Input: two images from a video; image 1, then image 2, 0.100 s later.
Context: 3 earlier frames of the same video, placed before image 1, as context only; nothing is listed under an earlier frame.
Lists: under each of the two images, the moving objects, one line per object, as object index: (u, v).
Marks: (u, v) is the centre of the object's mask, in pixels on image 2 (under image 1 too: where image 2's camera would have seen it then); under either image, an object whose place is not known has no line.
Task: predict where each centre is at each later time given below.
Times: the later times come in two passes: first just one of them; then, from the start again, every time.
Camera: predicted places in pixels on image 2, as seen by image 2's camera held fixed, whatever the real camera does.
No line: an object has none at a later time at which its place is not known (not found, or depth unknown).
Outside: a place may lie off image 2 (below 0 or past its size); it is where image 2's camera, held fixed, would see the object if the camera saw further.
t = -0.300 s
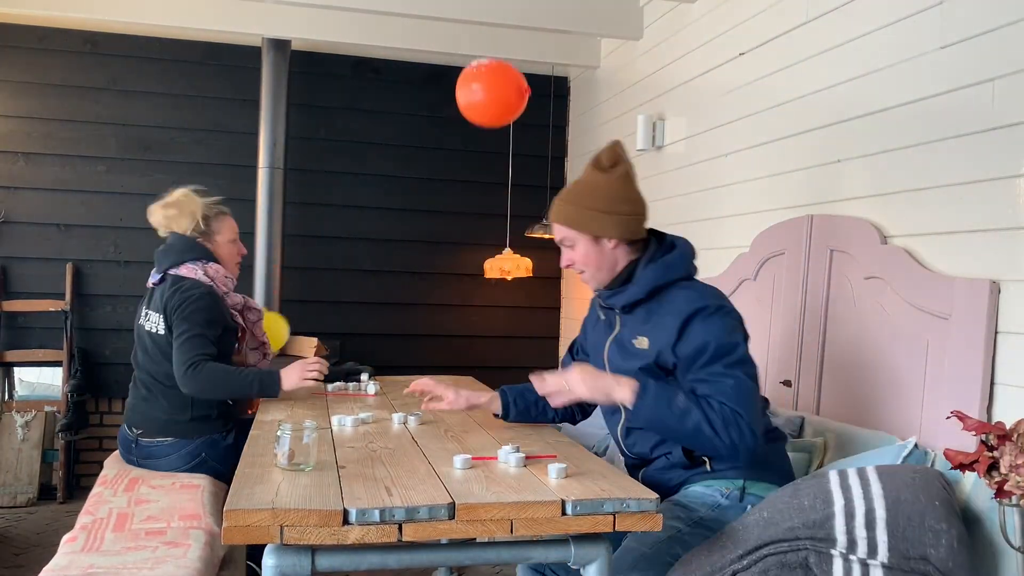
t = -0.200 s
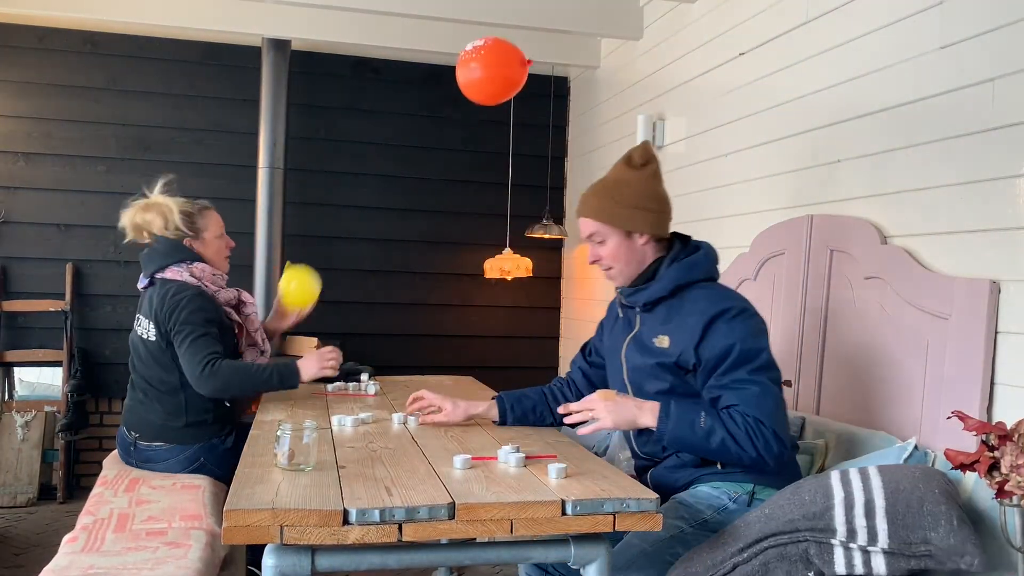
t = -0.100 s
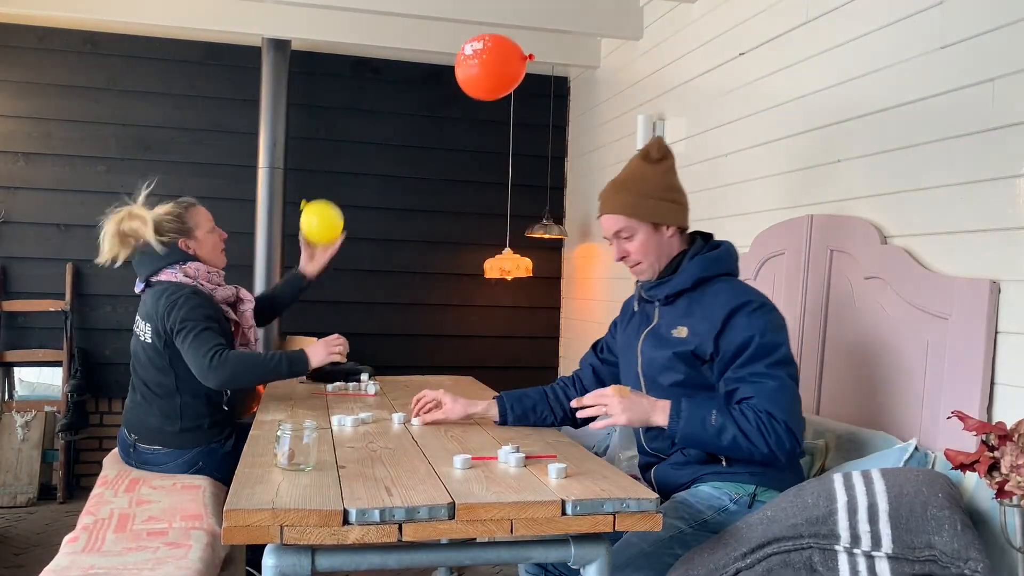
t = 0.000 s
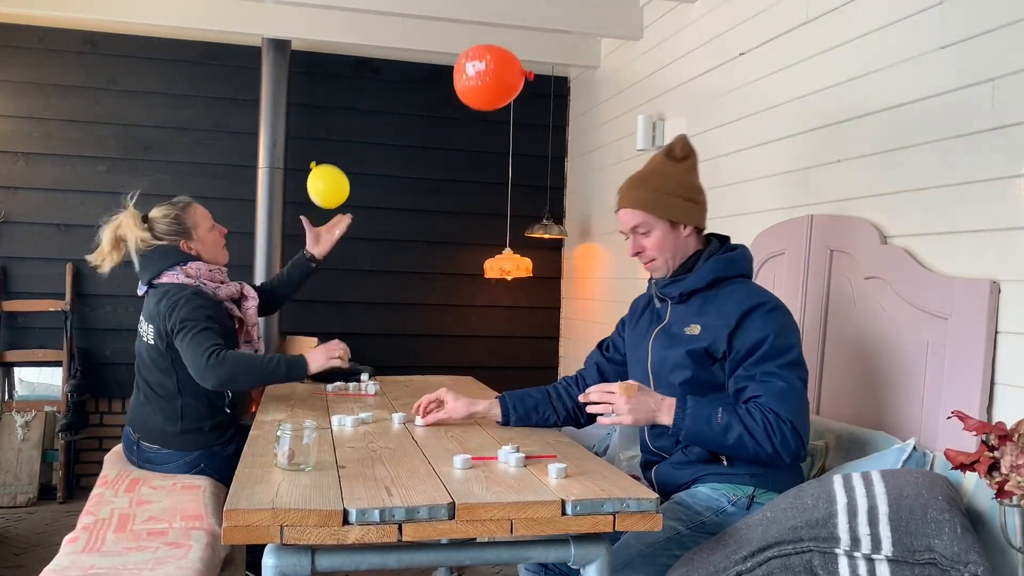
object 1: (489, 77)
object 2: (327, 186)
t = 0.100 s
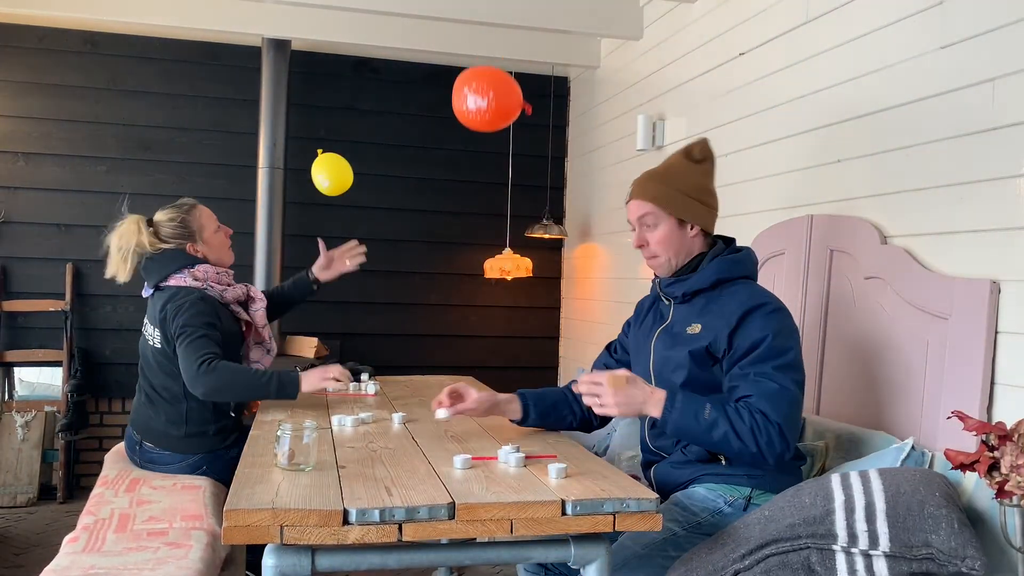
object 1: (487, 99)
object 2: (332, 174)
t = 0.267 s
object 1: (484, 158)
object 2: (337, 184)
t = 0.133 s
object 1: (487, 108)
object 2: (333, 173)
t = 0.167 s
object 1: (486, 119)
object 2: (334, 174)
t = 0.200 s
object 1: (486, 131)
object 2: (335, 176)
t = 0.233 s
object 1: (485, 144)
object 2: (336, 179)
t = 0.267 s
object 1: (484, 158)
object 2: (337, 184)
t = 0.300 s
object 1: (484, 174)
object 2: (338, 190)
